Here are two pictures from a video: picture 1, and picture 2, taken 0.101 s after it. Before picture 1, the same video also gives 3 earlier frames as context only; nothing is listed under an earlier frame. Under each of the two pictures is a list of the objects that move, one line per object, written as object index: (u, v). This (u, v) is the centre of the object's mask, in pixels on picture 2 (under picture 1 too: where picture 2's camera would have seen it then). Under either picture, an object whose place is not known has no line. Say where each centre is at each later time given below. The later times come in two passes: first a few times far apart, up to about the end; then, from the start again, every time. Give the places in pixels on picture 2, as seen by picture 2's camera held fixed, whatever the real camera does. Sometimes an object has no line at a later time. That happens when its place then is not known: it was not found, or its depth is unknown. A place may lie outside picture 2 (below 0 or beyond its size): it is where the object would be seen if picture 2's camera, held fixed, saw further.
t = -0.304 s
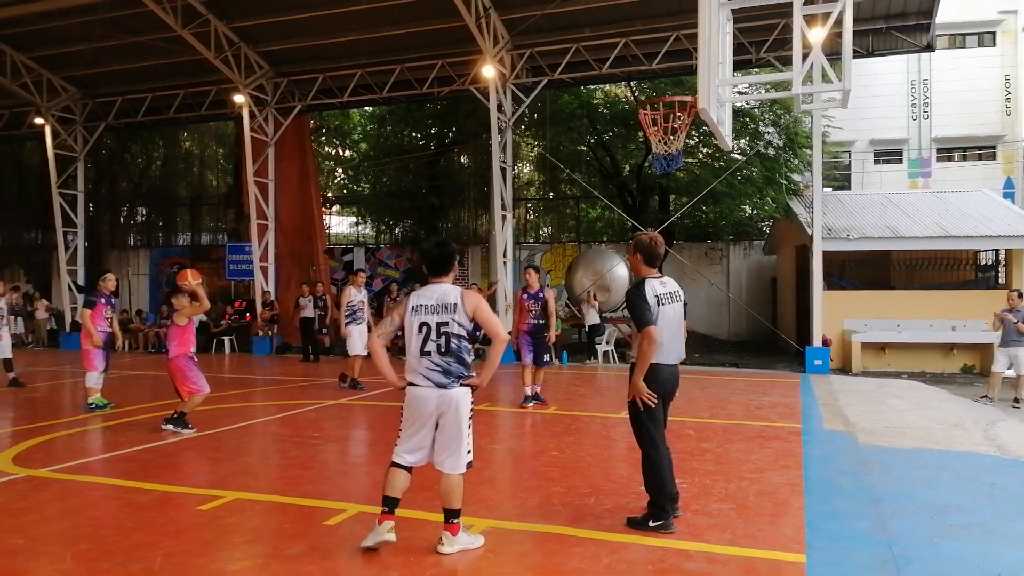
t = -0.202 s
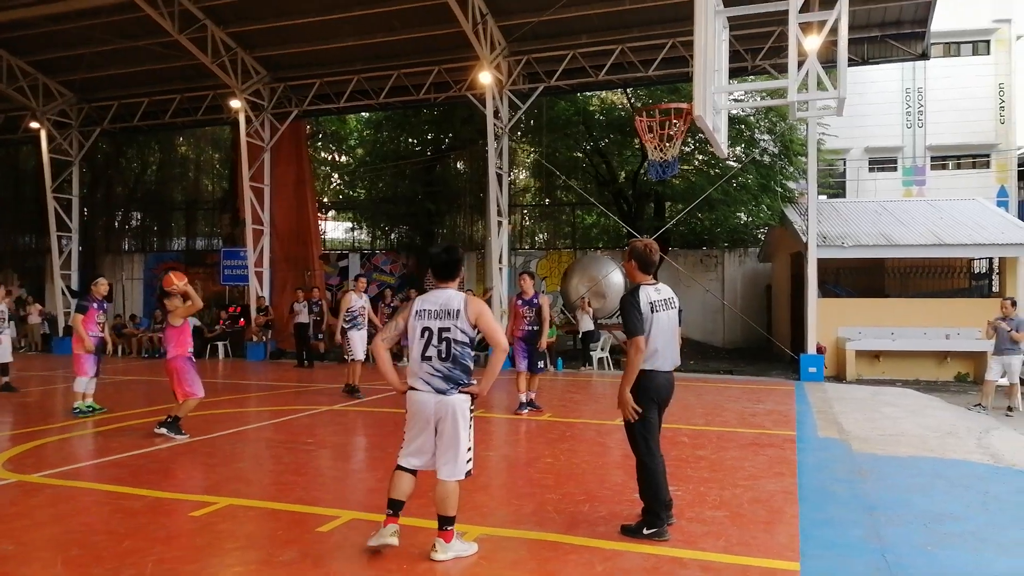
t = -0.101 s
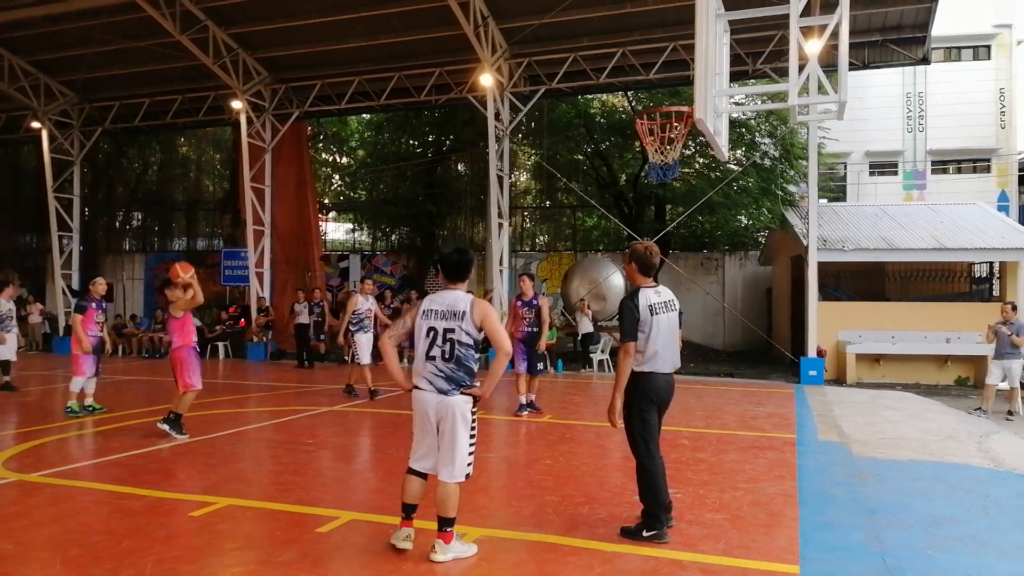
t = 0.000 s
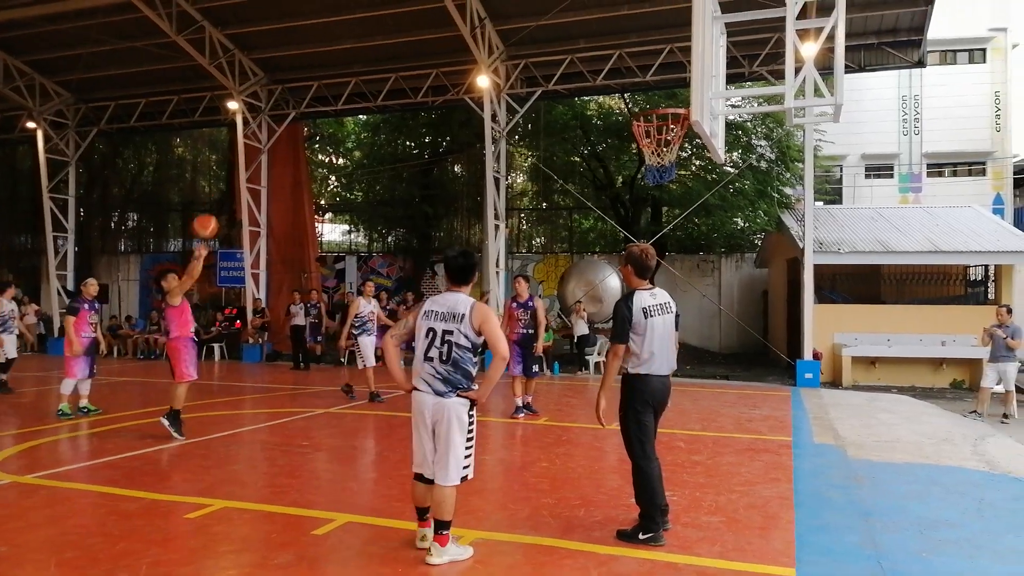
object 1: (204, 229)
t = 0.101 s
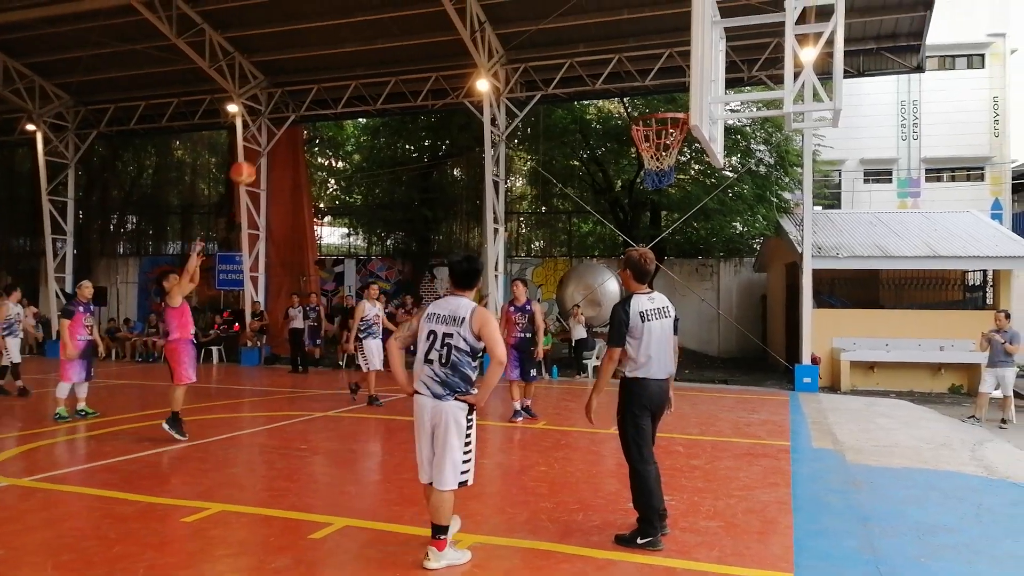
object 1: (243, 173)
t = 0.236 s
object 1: (295, 112)
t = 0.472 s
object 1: (392, 41)
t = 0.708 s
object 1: (493, 22)
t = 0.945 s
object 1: (602, 61)
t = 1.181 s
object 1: (652, 133)
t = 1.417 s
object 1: (669, 171)
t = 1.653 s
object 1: (673, 194)
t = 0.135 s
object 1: (255, 156)
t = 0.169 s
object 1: (269, 140)
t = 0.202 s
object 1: (283, 125)
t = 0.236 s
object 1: (295, 112)
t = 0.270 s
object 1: (309, 99)
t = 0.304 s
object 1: (323, 86)
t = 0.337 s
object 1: (336, 75)
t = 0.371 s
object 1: (350, 65)
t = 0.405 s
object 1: (364, 56)
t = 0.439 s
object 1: (378, 48)
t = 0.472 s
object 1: (392, 41)
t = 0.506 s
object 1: (406, 35)
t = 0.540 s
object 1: (420, 30)
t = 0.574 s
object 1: (435, 26)
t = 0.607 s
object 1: (450, 23)
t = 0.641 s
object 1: (464, 21)
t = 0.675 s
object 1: (478, 20)
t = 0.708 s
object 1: (493, 22)
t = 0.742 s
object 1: (508, 24)
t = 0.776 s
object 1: (524, 26)
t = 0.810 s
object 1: (539, 31)
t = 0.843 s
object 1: (554, 37)
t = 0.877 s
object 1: (570, 43)
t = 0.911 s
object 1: (586, 52)
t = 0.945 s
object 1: (602, 61)
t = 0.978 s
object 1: (618, 72)
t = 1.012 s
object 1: (634, 85)
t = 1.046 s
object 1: (651, 99)
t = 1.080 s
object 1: (667, 114)
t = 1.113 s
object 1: (665, 121)
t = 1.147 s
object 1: (653, 127)
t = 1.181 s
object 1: (652, 133)
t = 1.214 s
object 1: (656, 142)
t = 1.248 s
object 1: (659, 151)
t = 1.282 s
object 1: (660, 155)
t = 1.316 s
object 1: (662, 155)
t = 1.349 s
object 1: (666, 170)
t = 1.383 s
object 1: (668, 169)
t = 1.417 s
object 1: (669, 171)
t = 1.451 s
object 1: (670, 171)
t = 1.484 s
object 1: (671, 173)
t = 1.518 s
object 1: (672, 172)
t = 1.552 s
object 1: (674, 178)
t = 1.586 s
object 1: (673, 181)
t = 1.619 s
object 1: (673, 188)
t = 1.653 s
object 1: (673, 194)
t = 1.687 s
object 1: (674, 203)
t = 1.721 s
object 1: (674, 214)
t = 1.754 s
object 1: (674, 225)
